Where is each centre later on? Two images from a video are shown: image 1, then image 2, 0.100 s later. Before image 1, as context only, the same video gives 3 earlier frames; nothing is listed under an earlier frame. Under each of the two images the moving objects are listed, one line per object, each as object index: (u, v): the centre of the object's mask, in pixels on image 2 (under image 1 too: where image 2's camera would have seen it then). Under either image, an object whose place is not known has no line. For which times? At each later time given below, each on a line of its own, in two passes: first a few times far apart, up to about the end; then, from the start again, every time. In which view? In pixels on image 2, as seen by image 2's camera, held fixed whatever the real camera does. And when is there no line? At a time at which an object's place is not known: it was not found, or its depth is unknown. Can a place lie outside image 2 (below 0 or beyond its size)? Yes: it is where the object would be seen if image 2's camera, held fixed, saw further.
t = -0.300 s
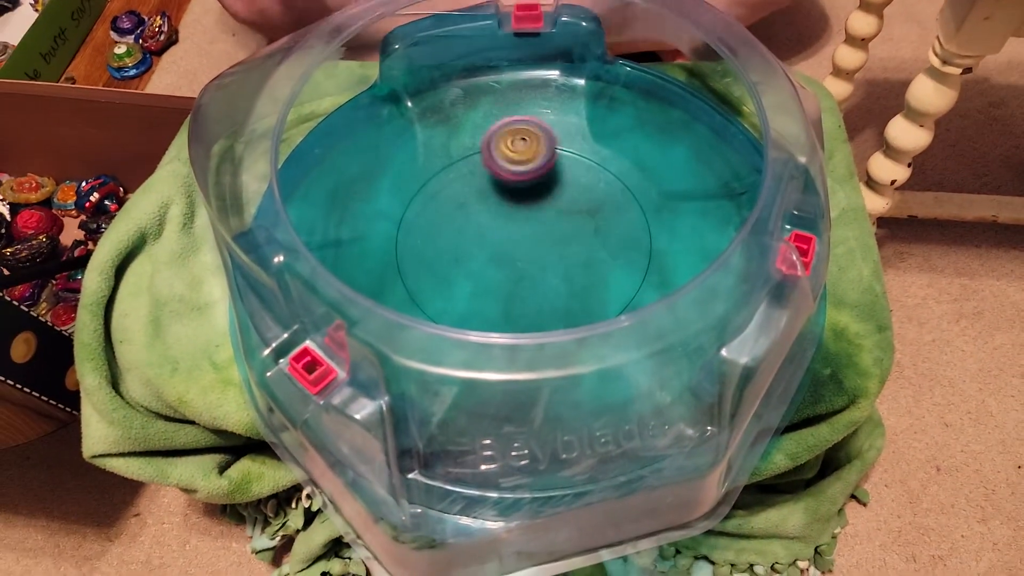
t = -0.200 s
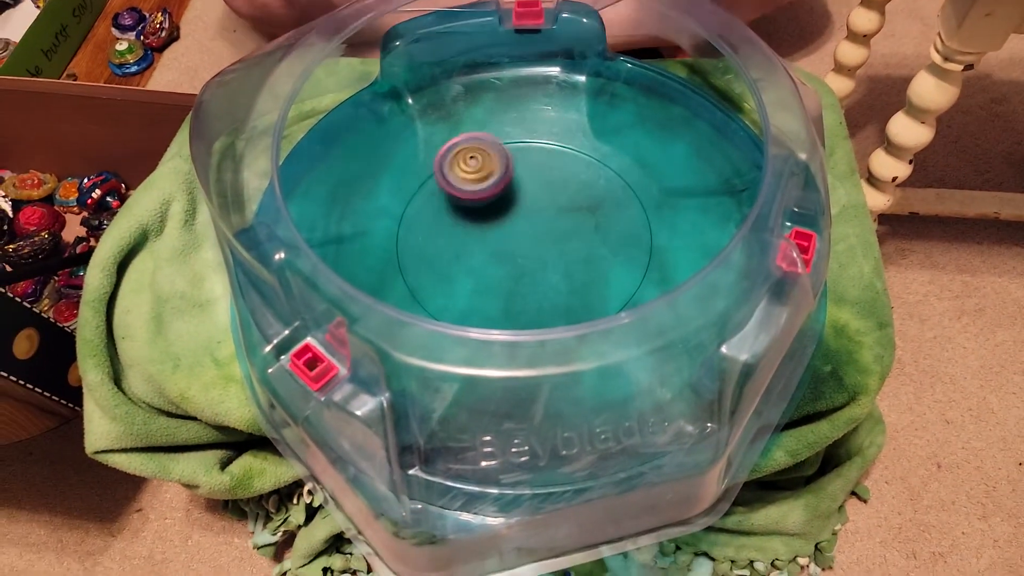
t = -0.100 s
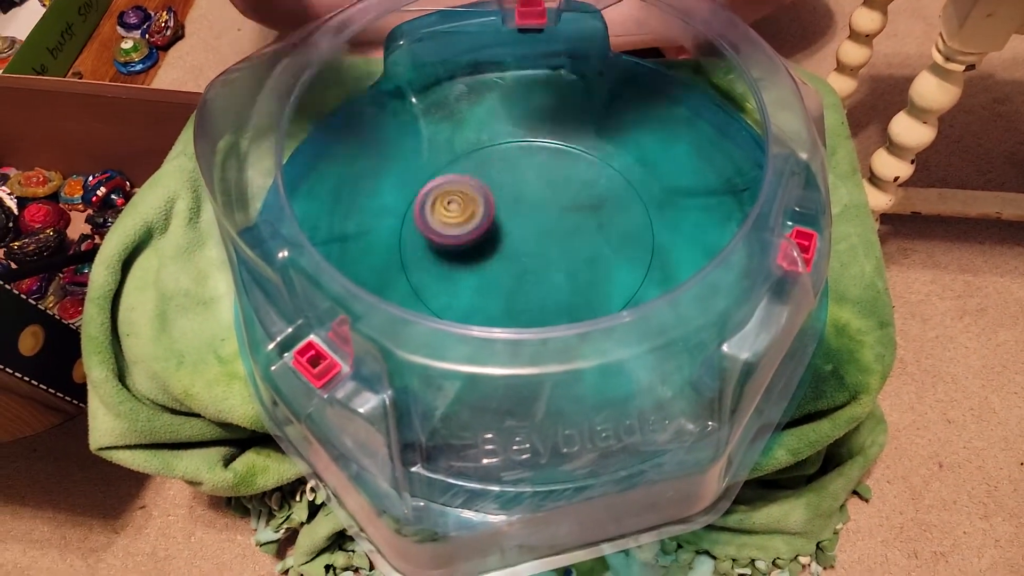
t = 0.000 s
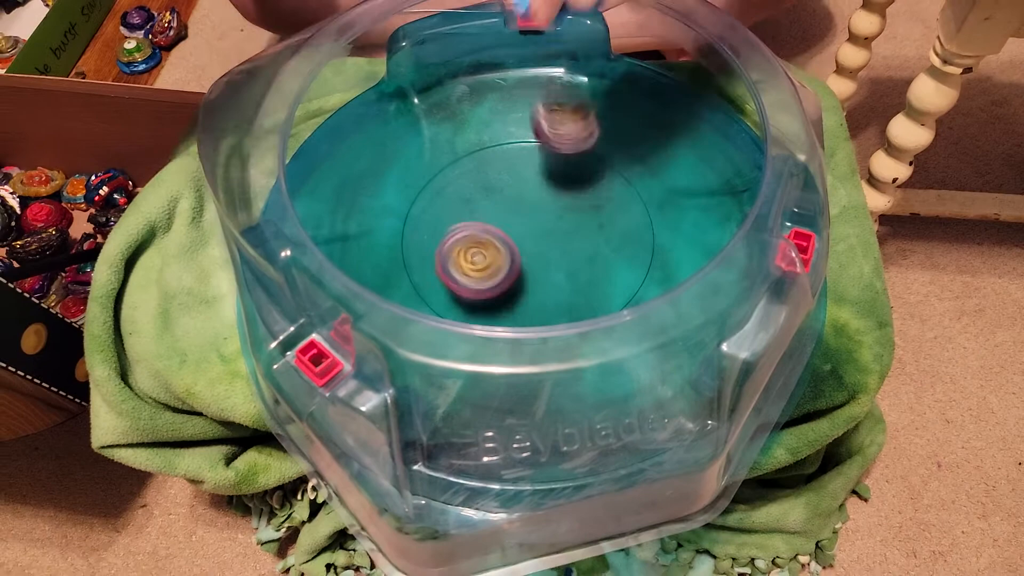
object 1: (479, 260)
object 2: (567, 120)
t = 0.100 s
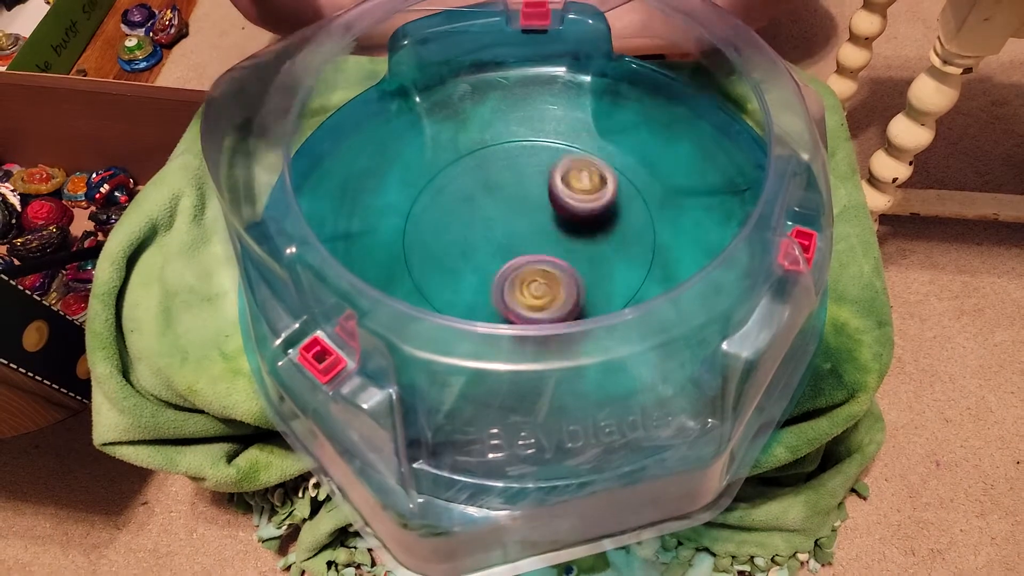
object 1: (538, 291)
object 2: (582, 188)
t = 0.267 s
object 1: (631, 275)
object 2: (565, 247)
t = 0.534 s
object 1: (597, 168)
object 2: (513, 156)
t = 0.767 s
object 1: (544, 200)
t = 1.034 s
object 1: (567, 280)
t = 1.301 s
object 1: (559, 236)
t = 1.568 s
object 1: (520, 249)
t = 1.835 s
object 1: (544, 264)
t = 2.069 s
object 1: (518, 243)
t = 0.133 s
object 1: (561, 293)
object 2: (584, 216)
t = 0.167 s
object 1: (583, 290)
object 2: (582, 228)
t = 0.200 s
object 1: (603, 286)
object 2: (575, 239)
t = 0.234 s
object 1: (620, 281)
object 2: (569, 246)
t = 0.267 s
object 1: (631, 275)
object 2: (565, 247)
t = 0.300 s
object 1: (642, 266)
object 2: (560, 243)
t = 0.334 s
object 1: (649, 255)
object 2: (556, 239)
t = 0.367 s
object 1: (650, 241)
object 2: (553, 230)
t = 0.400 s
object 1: (646, 225)
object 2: (551, 215)
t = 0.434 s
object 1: (639, 210)
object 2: (548, 201)
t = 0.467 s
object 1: (629, 193)
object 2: (541, 185)
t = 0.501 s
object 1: (615, 180)
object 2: (529, 168)
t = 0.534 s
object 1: (597, 168)
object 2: (513, 156)
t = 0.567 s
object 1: (576, 160)
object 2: (496, 148)
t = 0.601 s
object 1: (553, 154)
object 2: (476, 143)
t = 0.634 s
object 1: (530, 152)
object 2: (454, 144)
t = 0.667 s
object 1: (526, 159)
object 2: (411, 144)
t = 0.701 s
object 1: (531, 171)
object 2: (354, 148)
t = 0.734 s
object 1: (538, 185)
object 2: (305, 152)
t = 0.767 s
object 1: (544, 200)
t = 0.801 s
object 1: (550, 217)
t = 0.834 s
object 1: (555, 233)
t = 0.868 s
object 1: (560, 247)
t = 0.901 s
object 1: (564, 260)
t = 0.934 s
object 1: (566, 269)
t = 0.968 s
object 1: (567, 275)
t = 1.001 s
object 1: (567, 279)
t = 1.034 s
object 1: (567, 280)
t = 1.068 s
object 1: (567, 279)
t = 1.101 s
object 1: (566, 275)
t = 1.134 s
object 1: (565, 270)
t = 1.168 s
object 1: (563, 263)
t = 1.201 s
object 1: (562, 255)
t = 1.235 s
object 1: (561, 248)
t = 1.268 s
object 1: (560, 241)
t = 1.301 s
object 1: (559, 236)
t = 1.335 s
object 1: (557, 232)
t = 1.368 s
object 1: (553, 230)
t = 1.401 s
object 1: (548, 230)
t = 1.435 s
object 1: (543, 230)
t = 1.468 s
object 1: (538, 233)
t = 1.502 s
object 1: (531, 237)
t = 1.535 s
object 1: (525, 243)
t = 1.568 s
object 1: (520, 249)
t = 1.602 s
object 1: (517, 256)
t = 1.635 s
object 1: (517, 263)
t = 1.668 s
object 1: (520, 269)
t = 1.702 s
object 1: (525, 272)
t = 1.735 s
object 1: (532, 273)
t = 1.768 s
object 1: (538, 271)
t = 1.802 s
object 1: (542, 268)
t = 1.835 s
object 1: (544, 264)
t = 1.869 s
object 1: (544, 261)
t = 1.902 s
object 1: (543, 256)
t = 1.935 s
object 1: (539, 253)
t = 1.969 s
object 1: (535, 251)
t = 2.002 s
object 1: (529, 248)
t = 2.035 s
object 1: (523, 245)
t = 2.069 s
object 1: (518, 243)
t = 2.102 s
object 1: (515, 241)
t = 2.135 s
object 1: (513, 240)
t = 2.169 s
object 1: (513, 239)
